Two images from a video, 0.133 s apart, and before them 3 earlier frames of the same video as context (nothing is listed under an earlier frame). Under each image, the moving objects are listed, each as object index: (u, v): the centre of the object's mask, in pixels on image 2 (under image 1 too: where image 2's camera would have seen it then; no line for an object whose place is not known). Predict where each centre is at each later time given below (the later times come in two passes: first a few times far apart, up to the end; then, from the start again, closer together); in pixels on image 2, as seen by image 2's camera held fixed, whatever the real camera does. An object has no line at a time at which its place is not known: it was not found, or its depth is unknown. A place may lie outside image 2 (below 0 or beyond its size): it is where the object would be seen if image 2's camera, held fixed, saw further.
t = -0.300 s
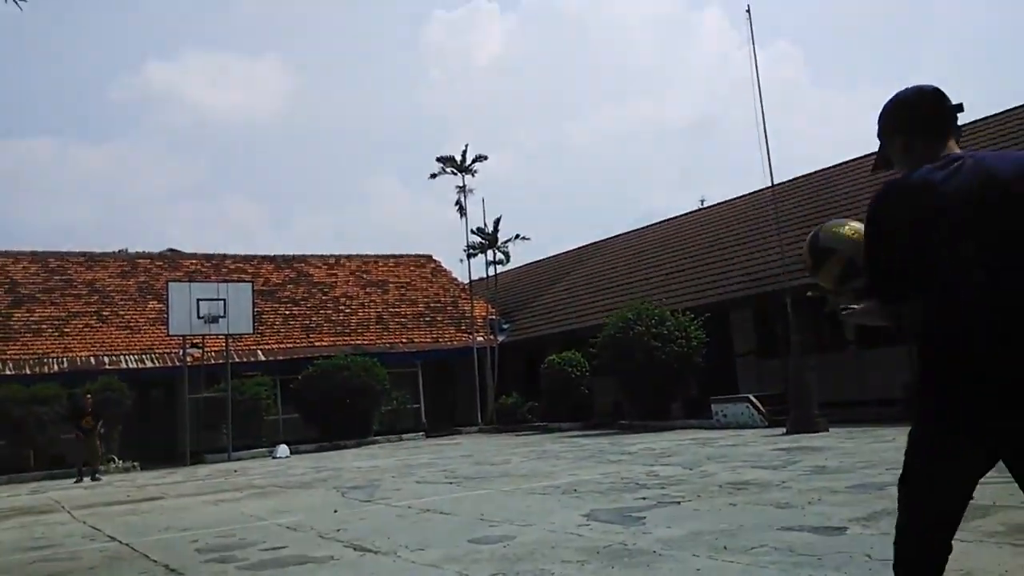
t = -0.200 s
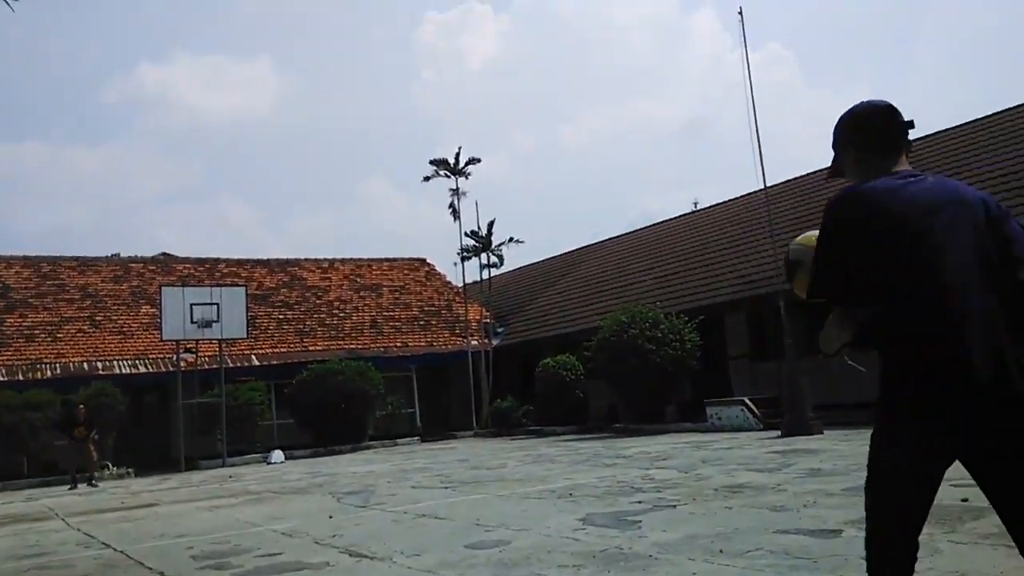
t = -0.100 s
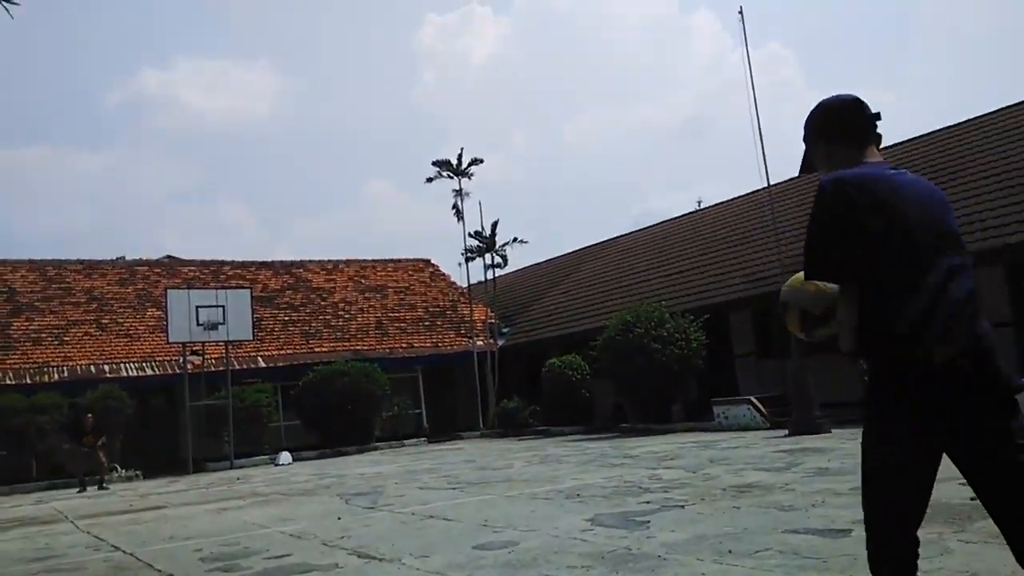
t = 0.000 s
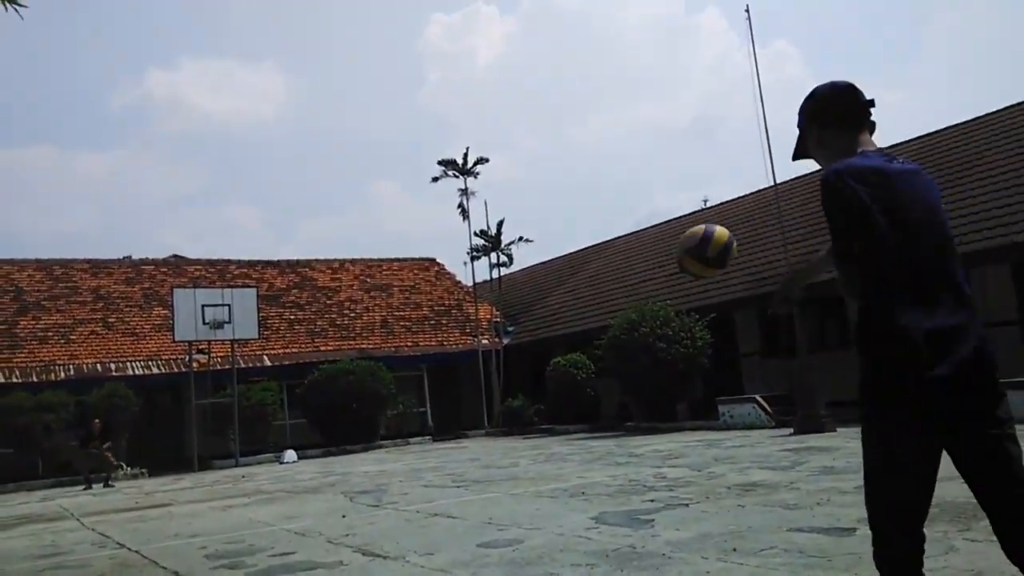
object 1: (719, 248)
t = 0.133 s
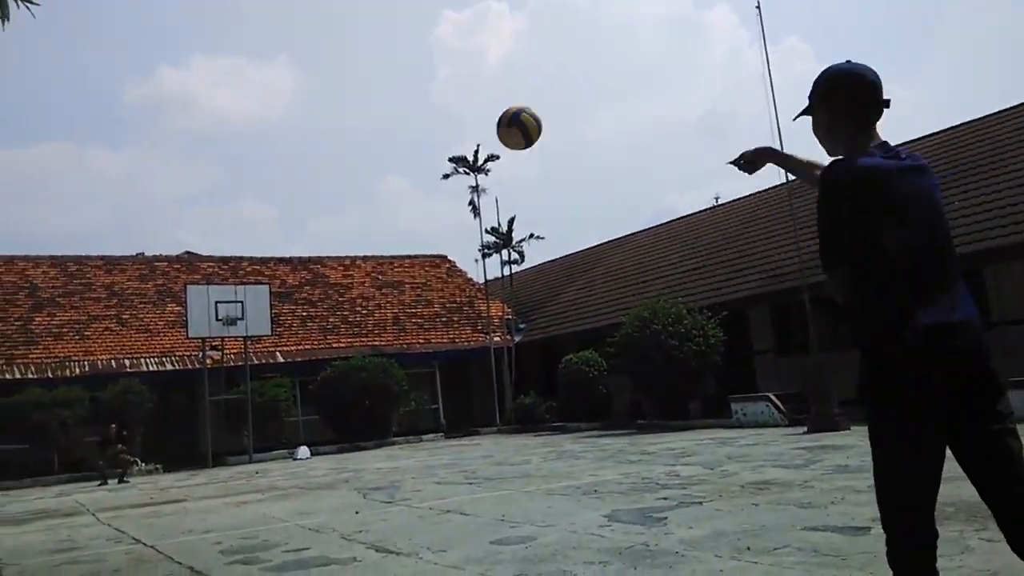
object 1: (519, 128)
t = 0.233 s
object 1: (423, 87)
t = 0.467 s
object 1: (277, 84)
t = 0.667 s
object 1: (206, 132)
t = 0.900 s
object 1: (151, 220)
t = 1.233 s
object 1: (89, 382)
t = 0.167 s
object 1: (484, 111)
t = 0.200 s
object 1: (452, 98)
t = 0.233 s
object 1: (423, 87)
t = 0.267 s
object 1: (396, 80)
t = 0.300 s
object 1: (372, 75)
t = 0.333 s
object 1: (349, 73)
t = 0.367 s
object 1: (327, 73)
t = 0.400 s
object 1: (309, 77)
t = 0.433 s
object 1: (292, 78)
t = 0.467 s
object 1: (277, 84)
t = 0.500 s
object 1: (262, 90)
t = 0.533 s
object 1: (248, 96)
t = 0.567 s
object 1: (236, 105)
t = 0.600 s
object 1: (225, 112)
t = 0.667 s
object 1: (206, 132)
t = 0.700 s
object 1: (197, 143)
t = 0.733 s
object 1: (189, 155)
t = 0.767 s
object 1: (180, 168)
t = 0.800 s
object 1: (173, 179)
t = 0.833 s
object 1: (165, 193)
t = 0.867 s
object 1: (158, 206)
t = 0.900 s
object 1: (151, 220)
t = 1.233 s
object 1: (89, 382)
